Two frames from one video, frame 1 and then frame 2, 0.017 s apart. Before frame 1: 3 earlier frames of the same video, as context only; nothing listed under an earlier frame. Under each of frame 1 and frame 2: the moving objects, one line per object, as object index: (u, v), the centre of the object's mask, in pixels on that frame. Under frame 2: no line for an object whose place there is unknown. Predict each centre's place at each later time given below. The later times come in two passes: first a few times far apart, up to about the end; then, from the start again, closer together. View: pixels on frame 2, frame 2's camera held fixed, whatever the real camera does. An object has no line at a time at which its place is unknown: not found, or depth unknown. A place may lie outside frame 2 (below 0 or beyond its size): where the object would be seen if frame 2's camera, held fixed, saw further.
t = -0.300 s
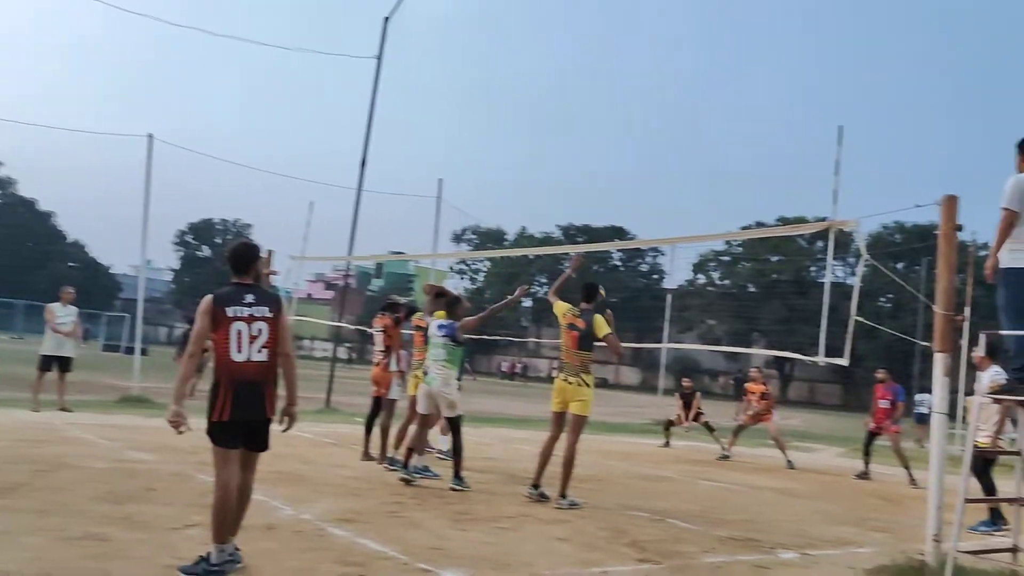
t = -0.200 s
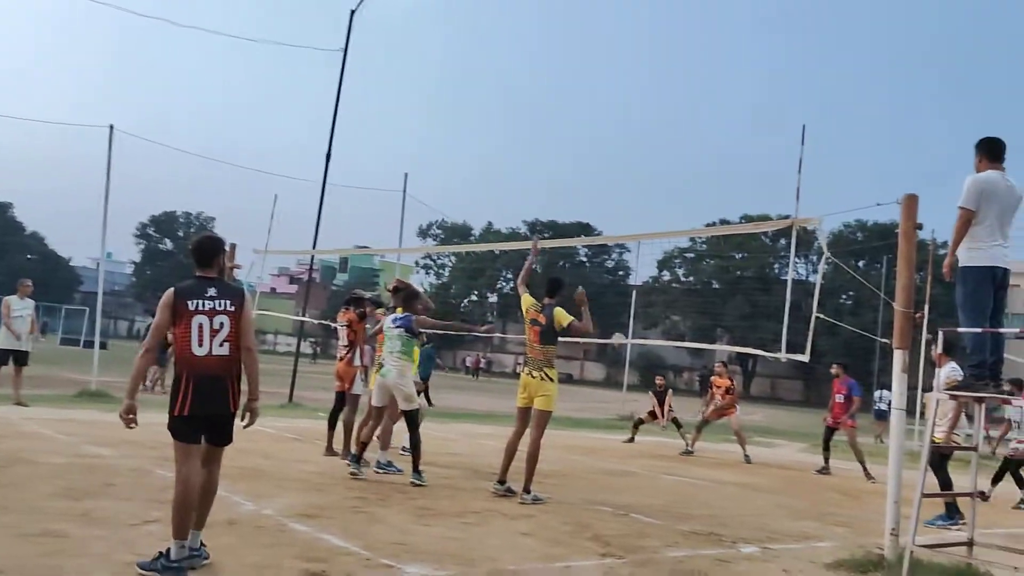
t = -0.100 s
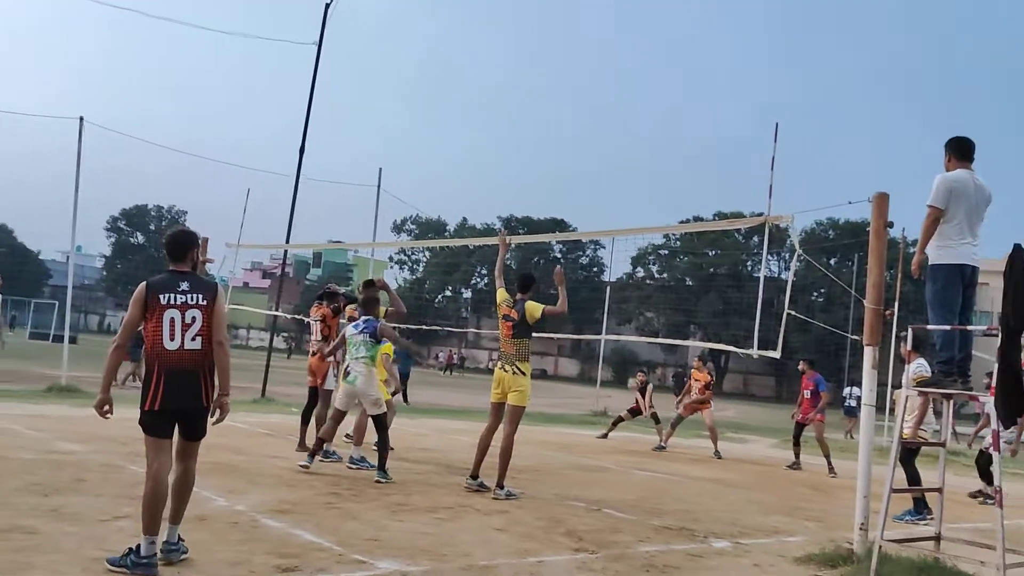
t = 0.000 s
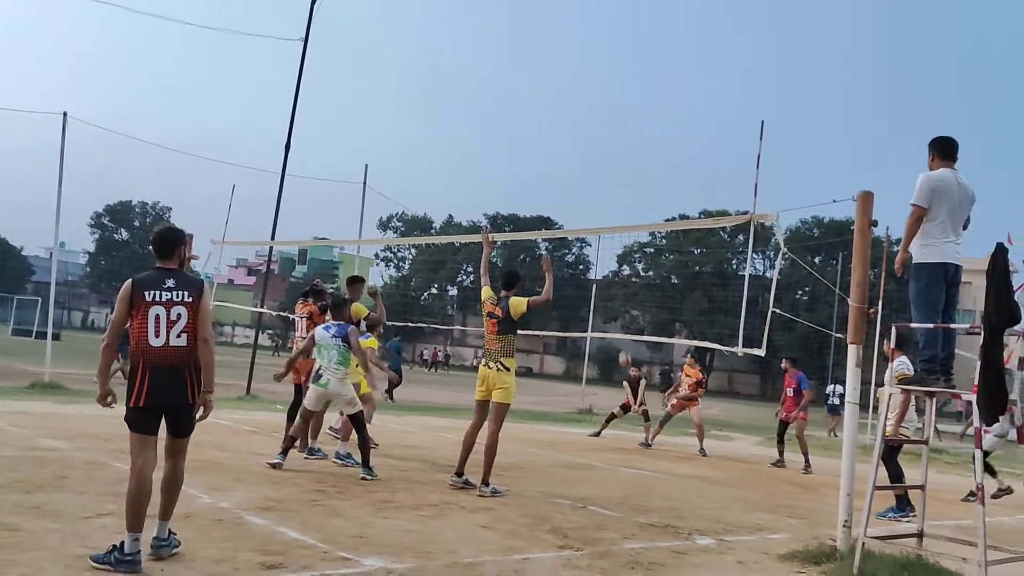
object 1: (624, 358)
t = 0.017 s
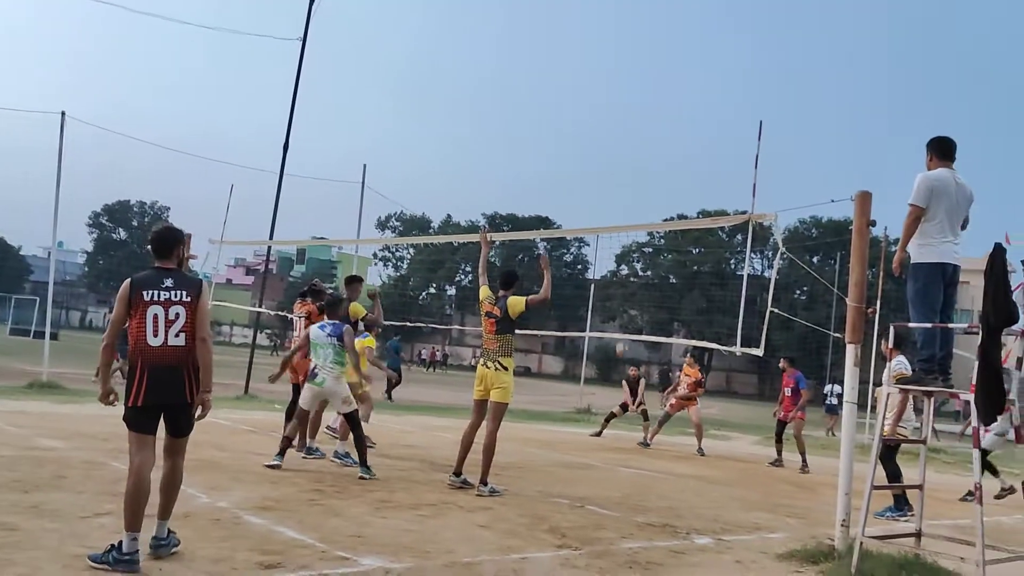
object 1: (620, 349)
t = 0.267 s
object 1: (602, 224)
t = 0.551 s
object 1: (574, 119)
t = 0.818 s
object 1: (541, 54)
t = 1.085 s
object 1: (500, 28)
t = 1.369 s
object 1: (444, 53)
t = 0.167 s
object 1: (611, 272)
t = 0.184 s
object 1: (610, 266)
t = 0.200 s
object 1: (608, 257)
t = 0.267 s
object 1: (602, 224)
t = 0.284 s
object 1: (600, 219)
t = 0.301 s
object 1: (599, 213)
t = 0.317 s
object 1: (598, 206)
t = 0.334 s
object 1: (596, 198)
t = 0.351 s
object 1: (594, 192)
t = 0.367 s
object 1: (593, 185)
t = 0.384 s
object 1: (591, 179)
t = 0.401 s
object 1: (589, 172)
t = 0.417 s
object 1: (588, 166)
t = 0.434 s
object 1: (586, 160)
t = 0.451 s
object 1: (584, 154)
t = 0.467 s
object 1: (583, 148)
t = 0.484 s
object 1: (581, 142)
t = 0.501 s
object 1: (579, 136)
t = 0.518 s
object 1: (578, 130)
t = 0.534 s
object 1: (576, 125)
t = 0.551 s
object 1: (574, 119)
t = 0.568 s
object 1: (572, 114)
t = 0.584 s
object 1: (570, 109)
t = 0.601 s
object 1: (568, 105)
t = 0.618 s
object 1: (566, 99)
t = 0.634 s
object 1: (564, 95)
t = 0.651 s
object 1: (563, 91)
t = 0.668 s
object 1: (560, 86)
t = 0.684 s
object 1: (558, 82)
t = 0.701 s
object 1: (556, 78)
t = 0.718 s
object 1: (554, 74)
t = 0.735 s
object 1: (552, 70)
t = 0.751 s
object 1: (550, 67)
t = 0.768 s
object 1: (548, 63)
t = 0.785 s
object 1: (545, 60)
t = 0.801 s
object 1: (543, 57)
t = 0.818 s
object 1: (541, 54)
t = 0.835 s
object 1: (539, 51)
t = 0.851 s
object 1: (536, 48)
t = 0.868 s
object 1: (533, 46)
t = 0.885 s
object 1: (531, 43)
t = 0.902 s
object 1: (529, 41)
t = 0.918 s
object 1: (526, 39)
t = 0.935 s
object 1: (524, 37)
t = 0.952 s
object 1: (521, 35)
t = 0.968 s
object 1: (519, 34)
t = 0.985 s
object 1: (516, 33)
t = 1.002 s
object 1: (514, 31)
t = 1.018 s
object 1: (511, 31)
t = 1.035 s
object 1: (508, 30)
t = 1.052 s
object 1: (505, 29)
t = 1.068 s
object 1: (502, 29)
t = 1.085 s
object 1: (500, 28)
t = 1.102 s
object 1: (497, 28)
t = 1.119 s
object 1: (494, 28)
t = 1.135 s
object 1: (491, 28)
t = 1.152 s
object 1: (488, 29)
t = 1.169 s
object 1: (485, 30)
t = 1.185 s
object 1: (482, 30)
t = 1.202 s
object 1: (478, 32)
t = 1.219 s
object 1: (475, 33)
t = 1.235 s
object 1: (472, 34)
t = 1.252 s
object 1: (469, 36)
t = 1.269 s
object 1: (465, 38)
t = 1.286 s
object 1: (462, 40)
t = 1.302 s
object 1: (458, 42)
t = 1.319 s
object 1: (455, 45)
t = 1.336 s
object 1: (451, 47)
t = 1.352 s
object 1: (448, 51)
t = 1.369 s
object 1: (444, 53)
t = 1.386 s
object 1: (440, 57)
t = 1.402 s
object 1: (436, 60)
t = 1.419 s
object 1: (432, 64)
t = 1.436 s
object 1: (429, 68)
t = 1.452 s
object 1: (425, 73)
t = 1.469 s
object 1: (421, 77)
